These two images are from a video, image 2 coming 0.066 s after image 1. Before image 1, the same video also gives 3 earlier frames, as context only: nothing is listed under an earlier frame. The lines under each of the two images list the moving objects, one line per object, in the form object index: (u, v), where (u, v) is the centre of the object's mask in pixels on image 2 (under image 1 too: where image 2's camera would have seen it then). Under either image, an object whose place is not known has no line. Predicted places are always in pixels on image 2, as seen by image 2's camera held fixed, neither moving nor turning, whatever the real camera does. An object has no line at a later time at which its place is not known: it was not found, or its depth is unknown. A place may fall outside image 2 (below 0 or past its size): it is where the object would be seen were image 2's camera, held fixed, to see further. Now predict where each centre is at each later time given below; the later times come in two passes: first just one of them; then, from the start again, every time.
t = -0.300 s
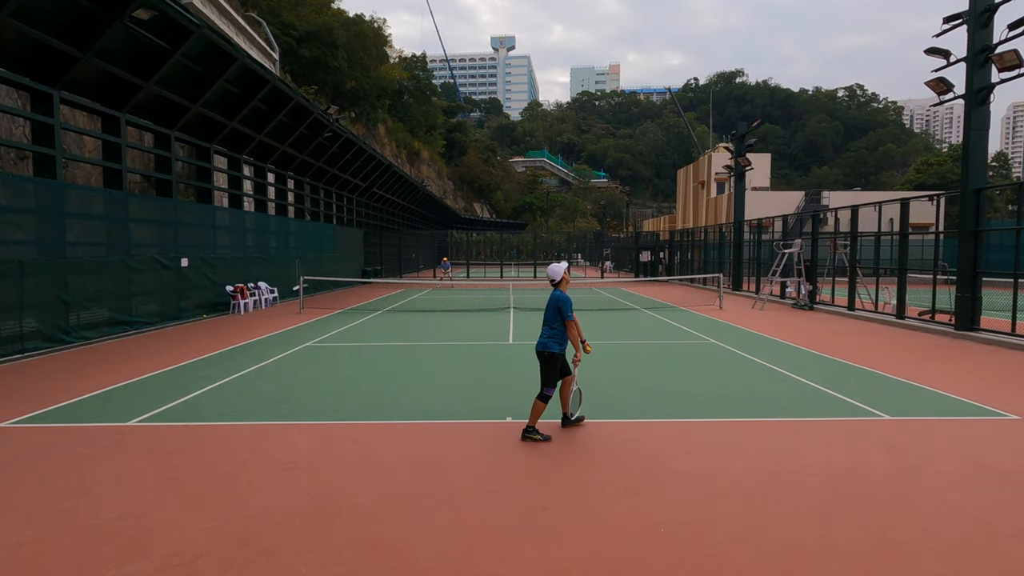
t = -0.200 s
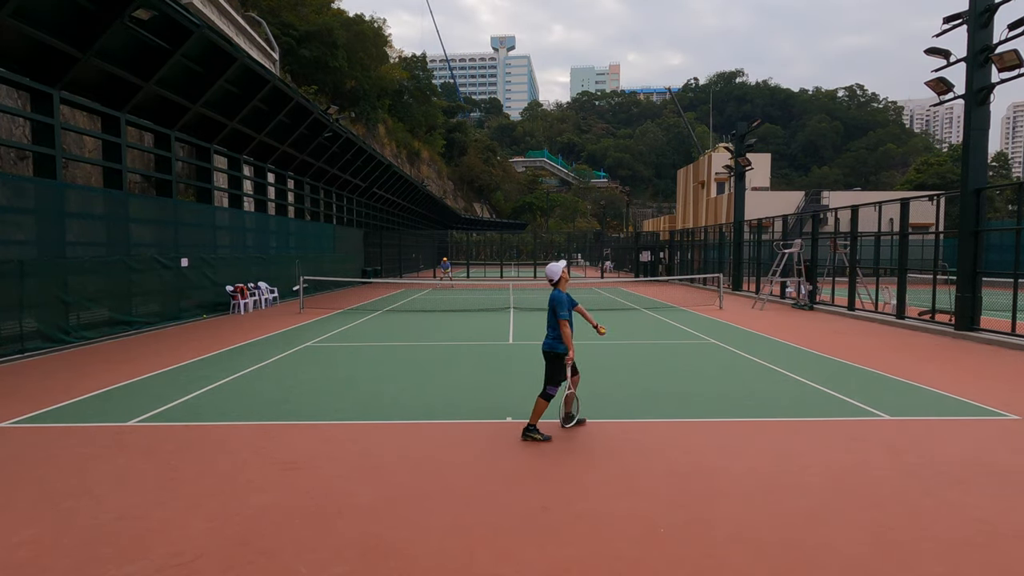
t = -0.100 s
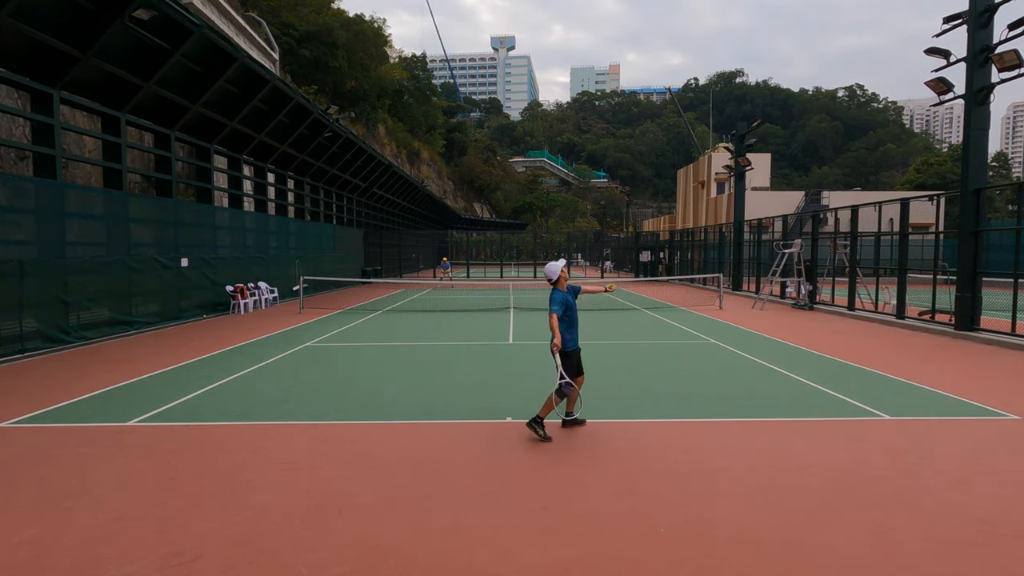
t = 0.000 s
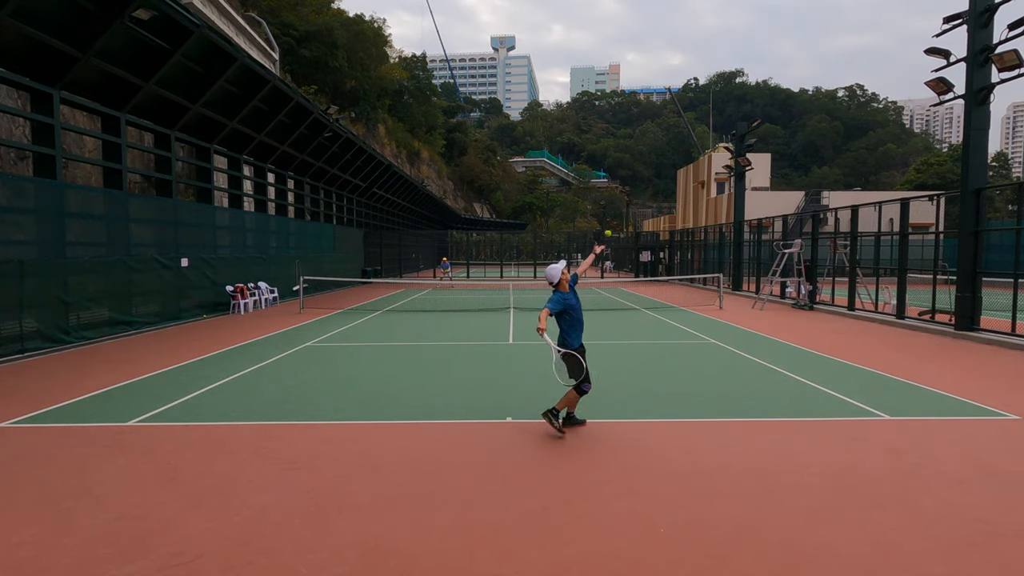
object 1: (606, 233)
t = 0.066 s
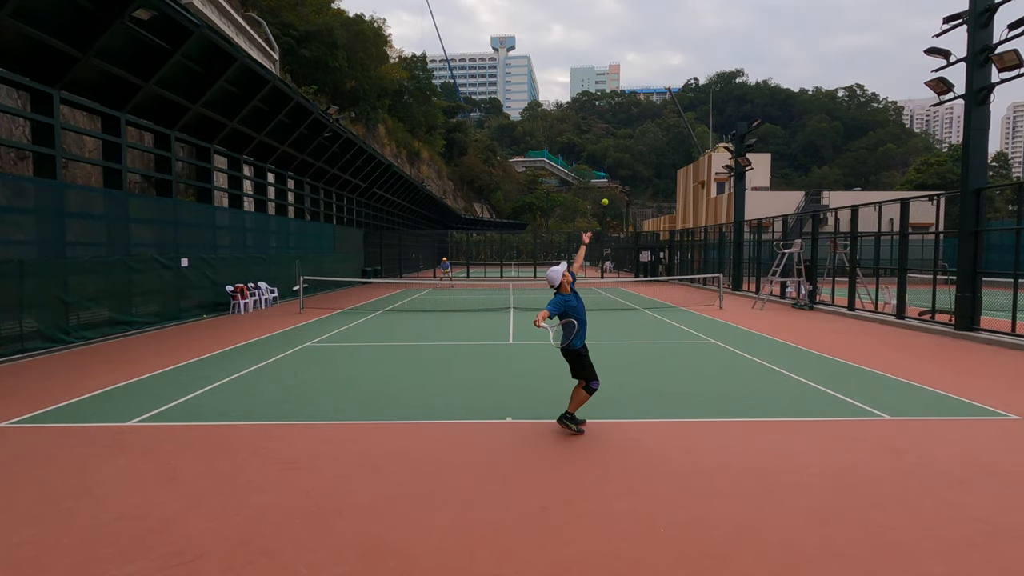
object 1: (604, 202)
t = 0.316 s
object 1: (592, 120)
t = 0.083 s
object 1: (604, 195)
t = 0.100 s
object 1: (603, 187)
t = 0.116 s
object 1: (603, 180)
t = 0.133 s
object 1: (601, 174)
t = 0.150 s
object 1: (601, 169)
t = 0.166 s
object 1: (600, 163)
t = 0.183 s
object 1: (599, 157)
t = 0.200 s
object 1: (598, 151)
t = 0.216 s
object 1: (597, 146)
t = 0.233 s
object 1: (596, 141)
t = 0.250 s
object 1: (595, 137)
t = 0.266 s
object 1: (595, 132)
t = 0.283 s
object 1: (594, 128)
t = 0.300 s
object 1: (594, 123)
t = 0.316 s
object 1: (592, 120)
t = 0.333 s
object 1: (591, 117)
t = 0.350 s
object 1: (591, 114)
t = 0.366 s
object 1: (590, 111)
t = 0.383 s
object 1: (590, 108)
